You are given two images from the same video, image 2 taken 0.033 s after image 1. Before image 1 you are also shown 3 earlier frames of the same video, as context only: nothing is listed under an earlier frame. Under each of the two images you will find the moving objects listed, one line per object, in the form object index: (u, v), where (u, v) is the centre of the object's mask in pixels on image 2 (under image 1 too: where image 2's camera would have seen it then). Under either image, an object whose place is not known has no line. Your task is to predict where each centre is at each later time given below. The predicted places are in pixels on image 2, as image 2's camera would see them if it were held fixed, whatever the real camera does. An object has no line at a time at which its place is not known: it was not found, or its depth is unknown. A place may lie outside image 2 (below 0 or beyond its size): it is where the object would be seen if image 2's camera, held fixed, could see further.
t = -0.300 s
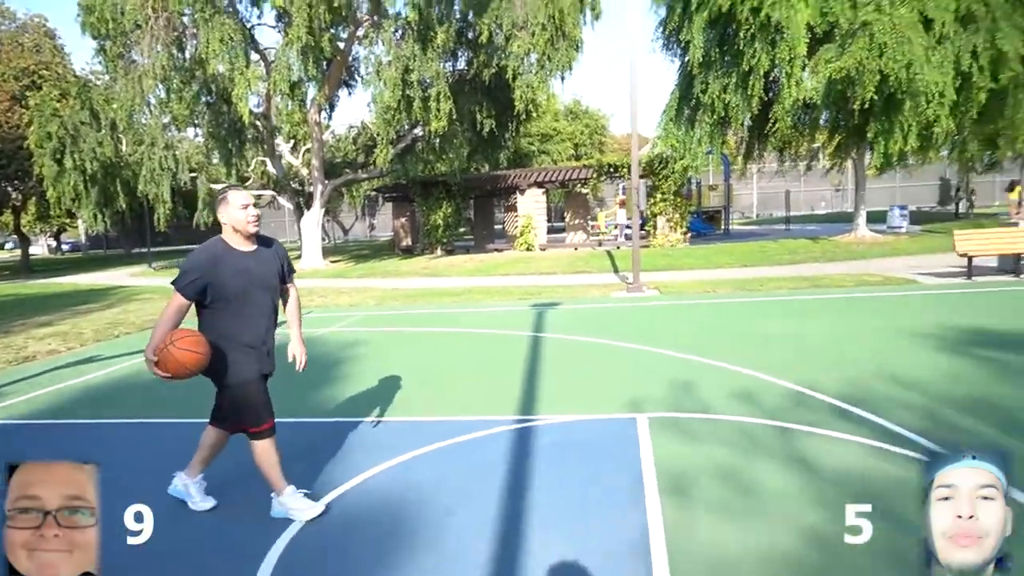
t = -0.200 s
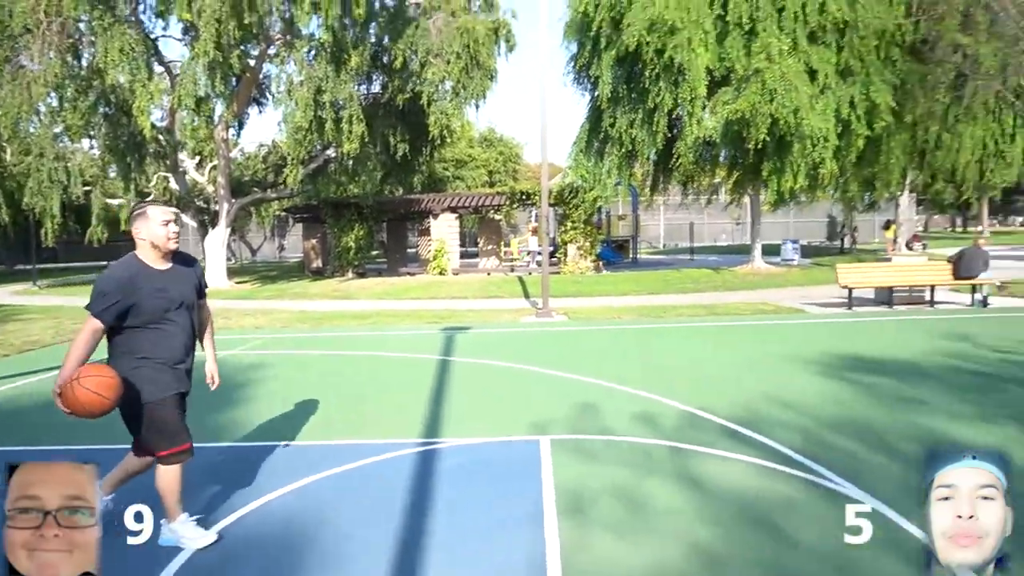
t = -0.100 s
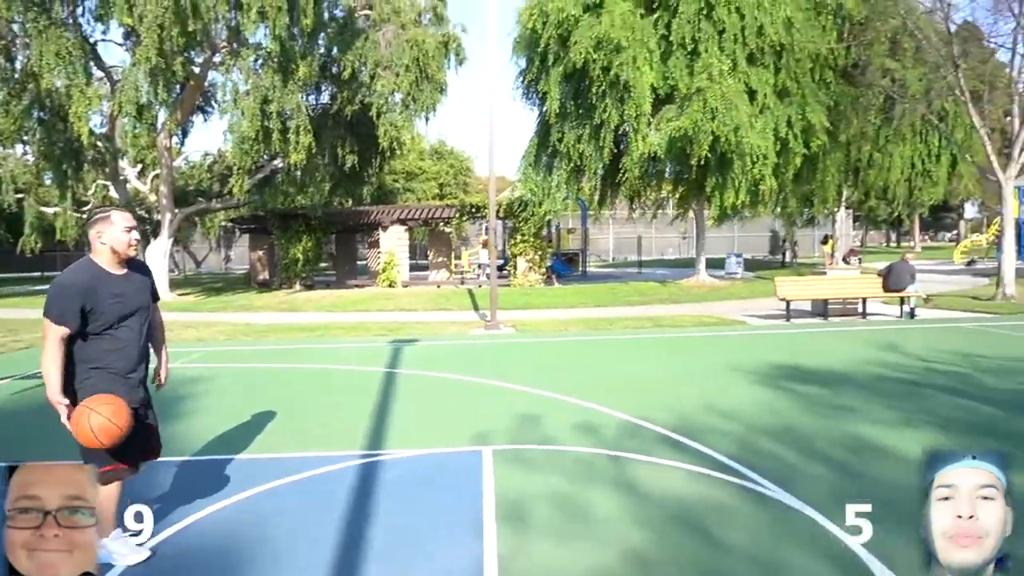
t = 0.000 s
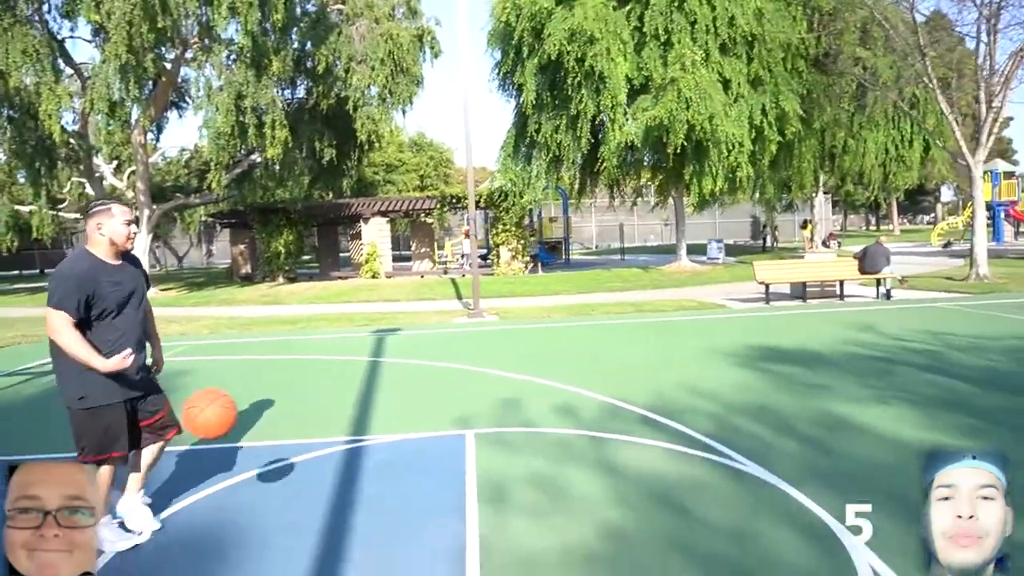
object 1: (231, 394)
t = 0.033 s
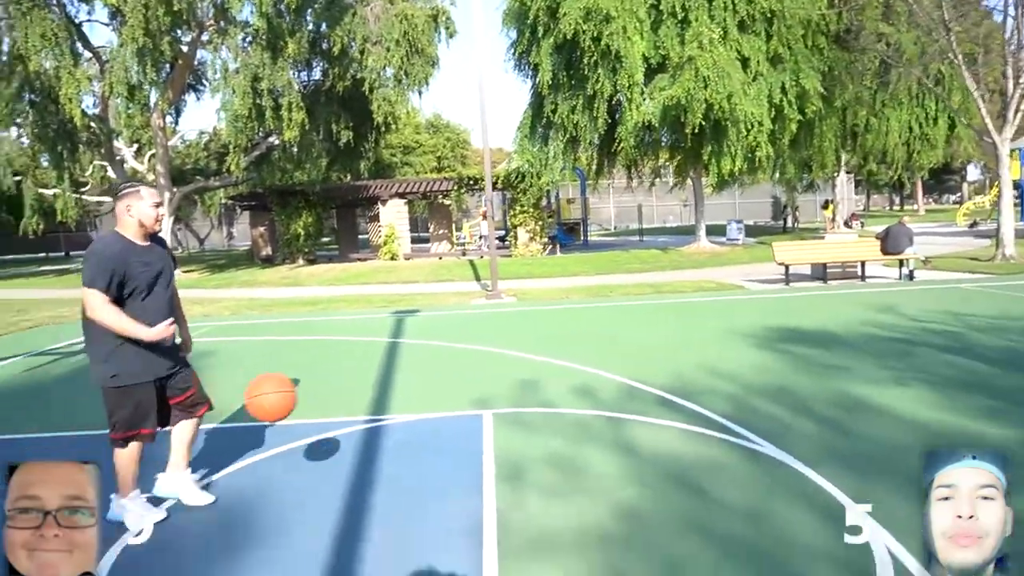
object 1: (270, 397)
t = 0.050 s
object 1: (289, 399)
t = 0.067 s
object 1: (309, 403)
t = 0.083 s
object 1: (328, 406)
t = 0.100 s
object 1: (347, 411)
